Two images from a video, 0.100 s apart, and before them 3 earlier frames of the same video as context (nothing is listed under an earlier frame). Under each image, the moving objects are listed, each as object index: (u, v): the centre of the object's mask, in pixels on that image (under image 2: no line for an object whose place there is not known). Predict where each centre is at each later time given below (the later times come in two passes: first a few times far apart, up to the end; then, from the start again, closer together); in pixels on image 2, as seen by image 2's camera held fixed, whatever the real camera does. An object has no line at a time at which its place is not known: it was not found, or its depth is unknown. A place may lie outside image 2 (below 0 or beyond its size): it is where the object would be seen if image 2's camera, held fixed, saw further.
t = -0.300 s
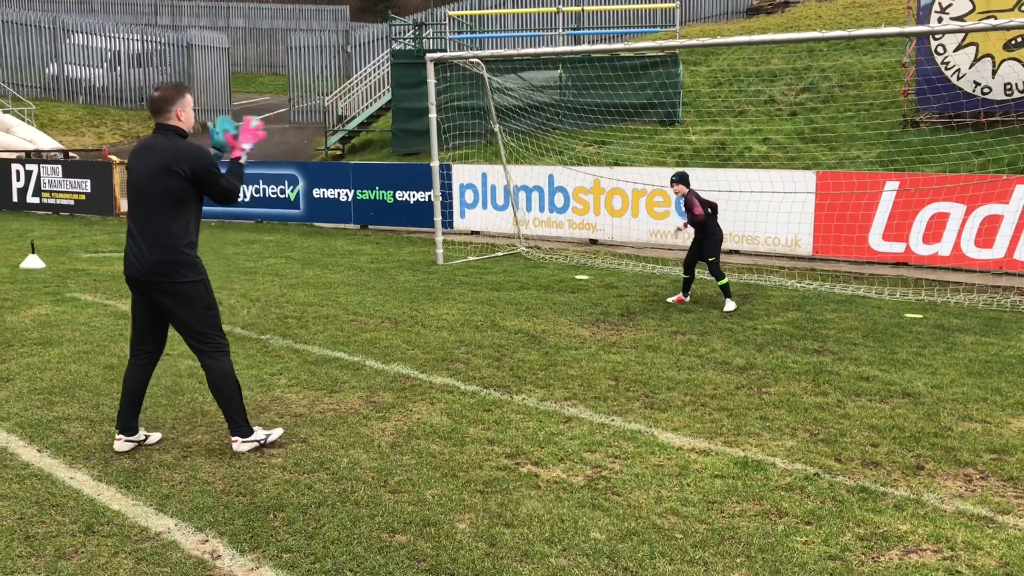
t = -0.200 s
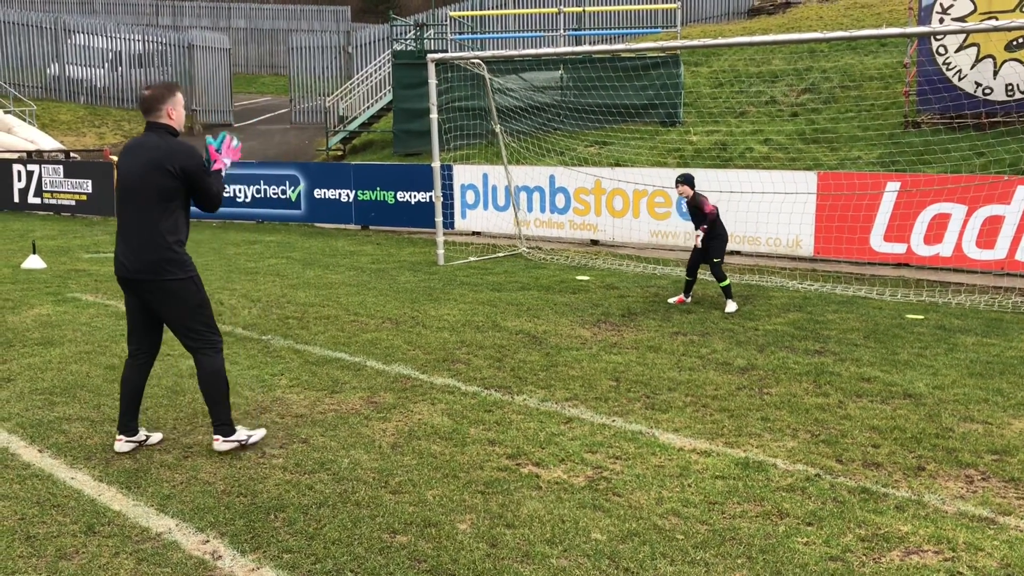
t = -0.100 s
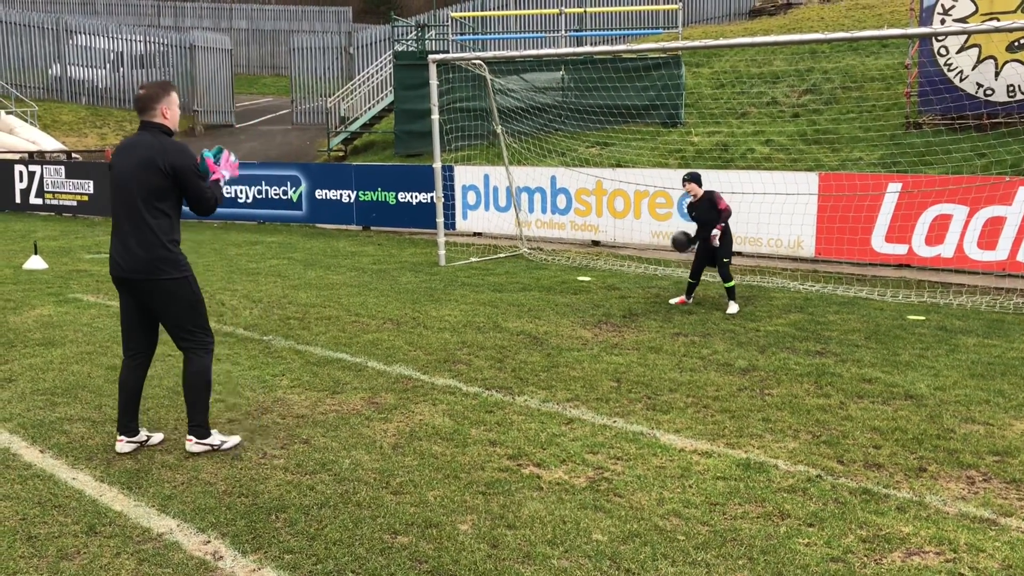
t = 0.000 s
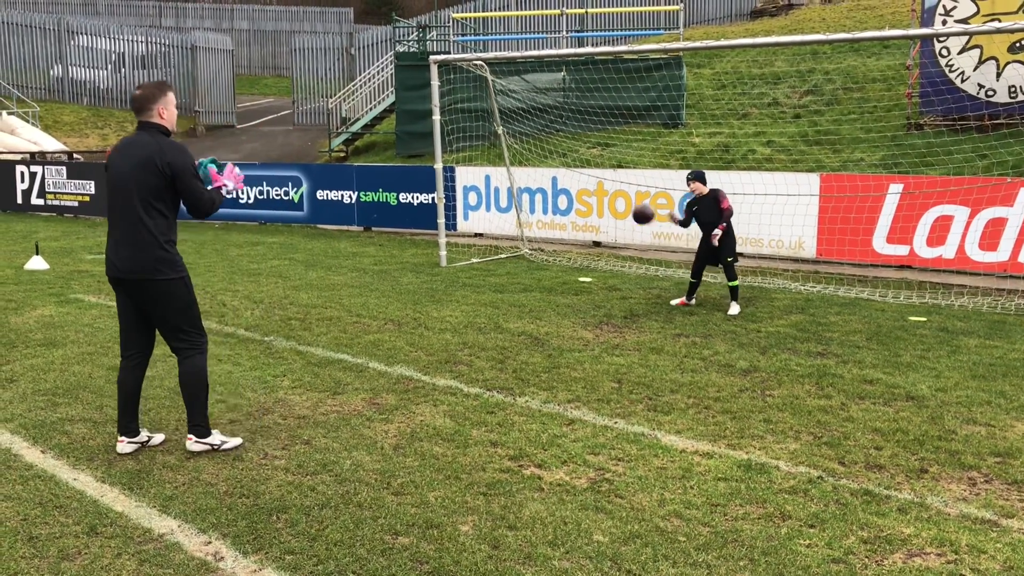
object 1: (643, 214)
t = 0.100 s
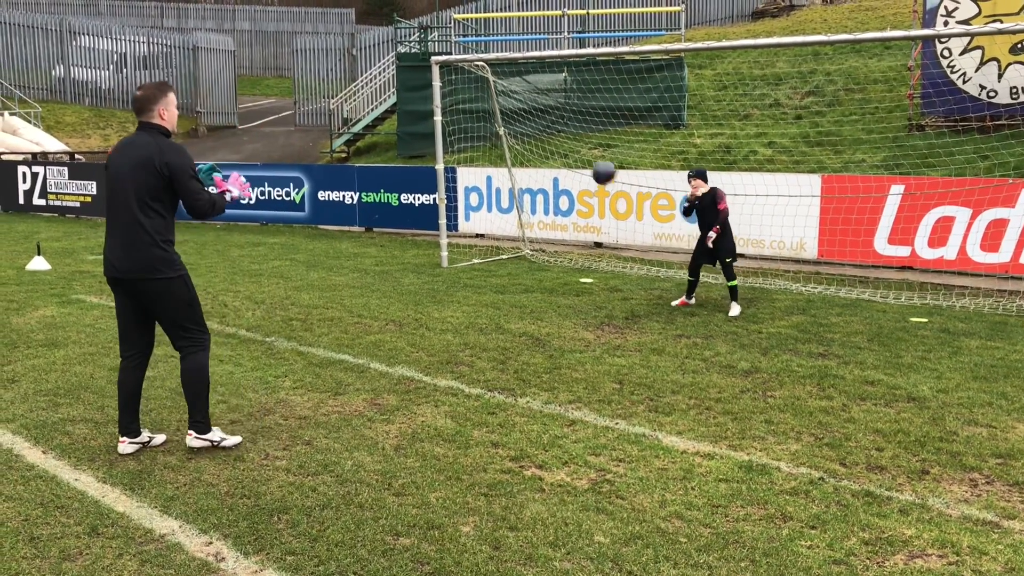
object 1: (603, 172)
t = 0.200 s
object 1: (557, 137)
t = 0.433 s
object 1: (413, 92)
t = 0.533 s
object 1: (333, 96)
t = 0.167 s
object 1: (574, 148)
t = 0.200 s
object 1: (557, 137)
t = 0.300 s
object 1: (501, 110)
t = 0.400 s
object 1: (437, 95)
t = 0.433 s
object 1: (413, 92)
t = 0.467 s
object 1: (388, 92)
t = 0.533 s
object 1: (333, 96)
